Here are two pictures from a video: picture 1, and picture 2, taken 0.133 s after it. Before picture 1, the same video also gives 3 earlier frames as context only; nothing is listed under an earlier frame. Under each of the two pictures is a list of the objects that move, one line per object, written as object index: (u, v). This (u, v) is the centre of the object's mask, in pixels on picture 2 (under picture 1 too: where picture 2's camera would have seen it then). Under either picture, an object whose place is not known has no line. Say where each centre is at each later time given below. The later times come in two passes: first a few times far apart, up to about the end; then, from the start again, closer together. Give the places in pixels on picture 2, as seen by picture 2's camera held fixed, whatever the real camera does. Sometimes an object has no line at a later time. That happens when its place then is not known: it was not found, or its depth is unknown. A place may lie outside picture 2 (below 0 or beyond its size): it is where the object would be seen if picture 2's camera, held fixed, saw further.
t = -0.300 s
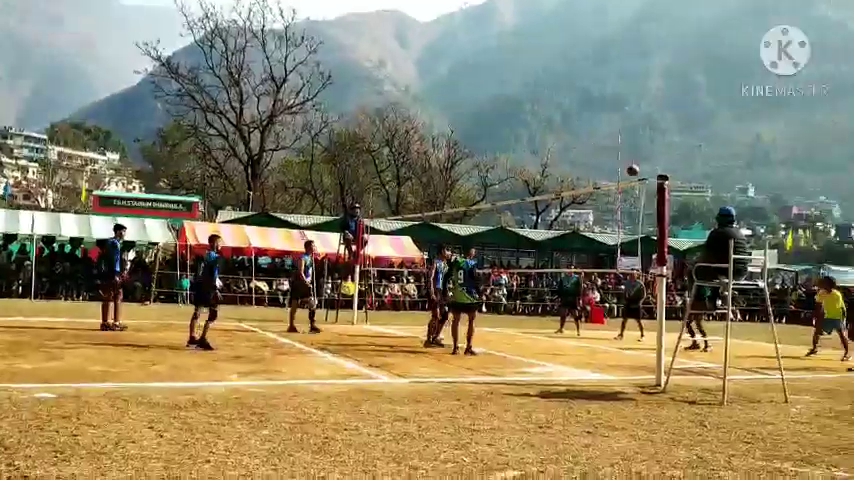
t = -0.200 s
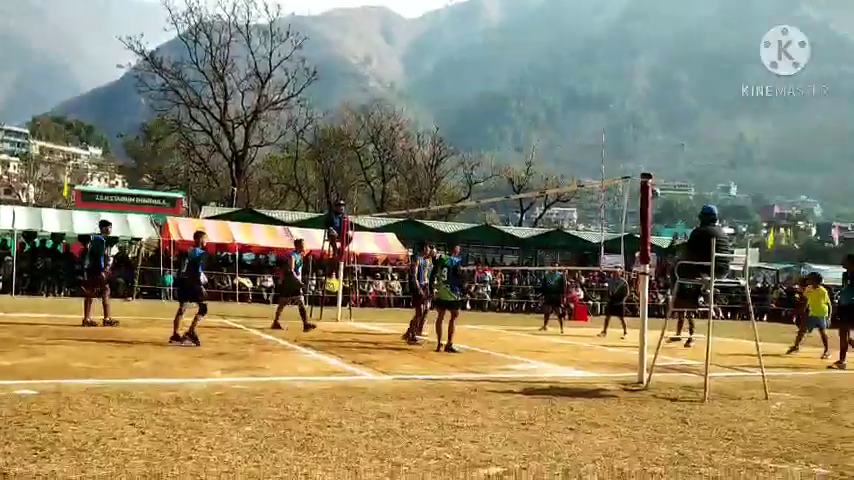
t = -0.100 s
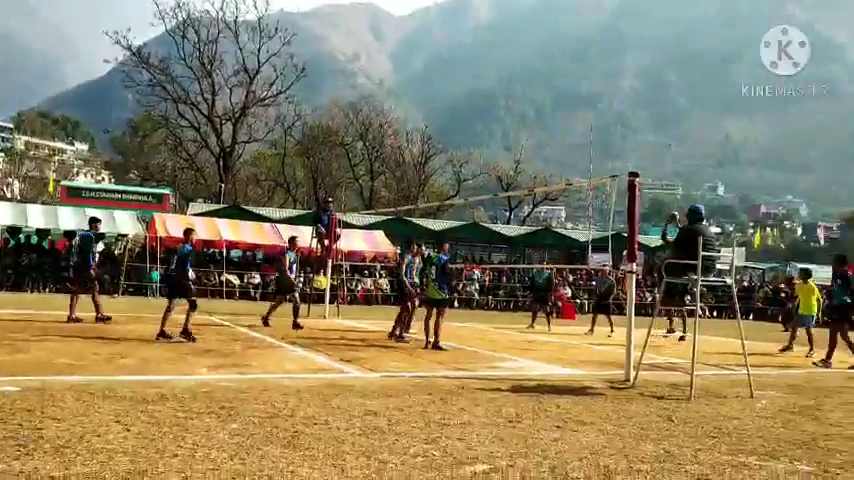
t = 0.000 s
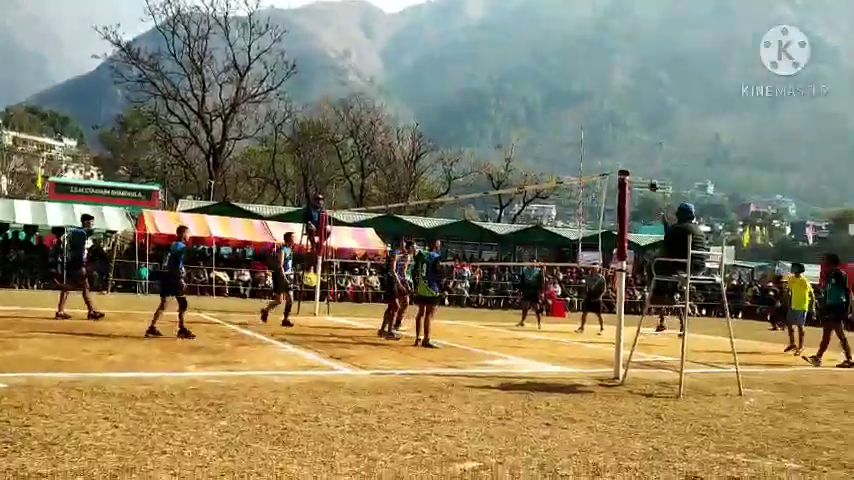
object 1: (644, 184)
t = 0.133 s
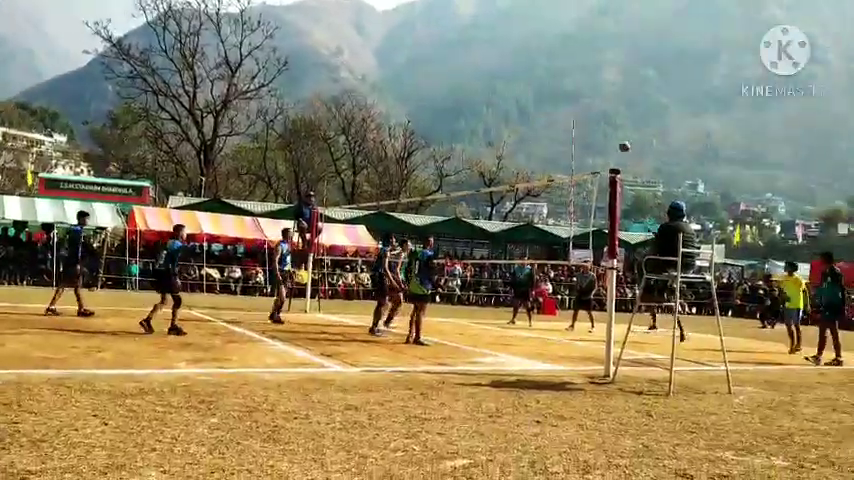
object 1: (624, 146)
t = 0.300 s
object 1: (599, 113)
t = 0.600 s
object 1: (553, 86)
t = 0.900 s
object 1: (505, 103)
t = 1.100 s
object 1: (473, 139)
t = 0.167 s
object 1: (619, 138)
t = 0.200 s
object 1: (614, 131)
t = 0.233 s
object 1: (609, 124)
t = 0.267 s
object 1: (604, 118)
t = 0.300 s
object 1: (599, 113)
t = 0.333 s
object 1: (593, 108)
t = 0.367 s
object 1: (589, 103)
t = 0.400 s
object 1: (583, 100)
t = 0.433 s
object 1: (578, 96)
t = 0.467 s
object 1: (573, 93)
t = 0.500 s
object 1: (568, 91)
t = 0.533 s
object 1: (562, 89)
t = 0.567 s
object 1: (558, 87)
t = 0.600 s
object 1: (553, 86)
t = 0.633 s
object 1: (547, 86)
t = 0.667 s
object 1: (542, 86)
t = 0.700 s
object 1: (537, 87)
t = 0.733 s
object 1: (532, 88)
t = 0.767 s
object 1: (527, 90)
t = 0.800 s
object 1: (521, 93)
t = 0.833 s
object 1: (516, 95)
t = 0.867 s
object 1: (511, 99)
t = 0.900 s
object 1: (505, 103)
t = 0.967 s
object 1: (494, 113)
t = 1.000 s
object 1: (489, 119)
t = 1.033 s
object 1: (484, 125)
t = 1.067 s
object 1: (479, 132)
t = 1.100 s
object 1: (473, 139)
